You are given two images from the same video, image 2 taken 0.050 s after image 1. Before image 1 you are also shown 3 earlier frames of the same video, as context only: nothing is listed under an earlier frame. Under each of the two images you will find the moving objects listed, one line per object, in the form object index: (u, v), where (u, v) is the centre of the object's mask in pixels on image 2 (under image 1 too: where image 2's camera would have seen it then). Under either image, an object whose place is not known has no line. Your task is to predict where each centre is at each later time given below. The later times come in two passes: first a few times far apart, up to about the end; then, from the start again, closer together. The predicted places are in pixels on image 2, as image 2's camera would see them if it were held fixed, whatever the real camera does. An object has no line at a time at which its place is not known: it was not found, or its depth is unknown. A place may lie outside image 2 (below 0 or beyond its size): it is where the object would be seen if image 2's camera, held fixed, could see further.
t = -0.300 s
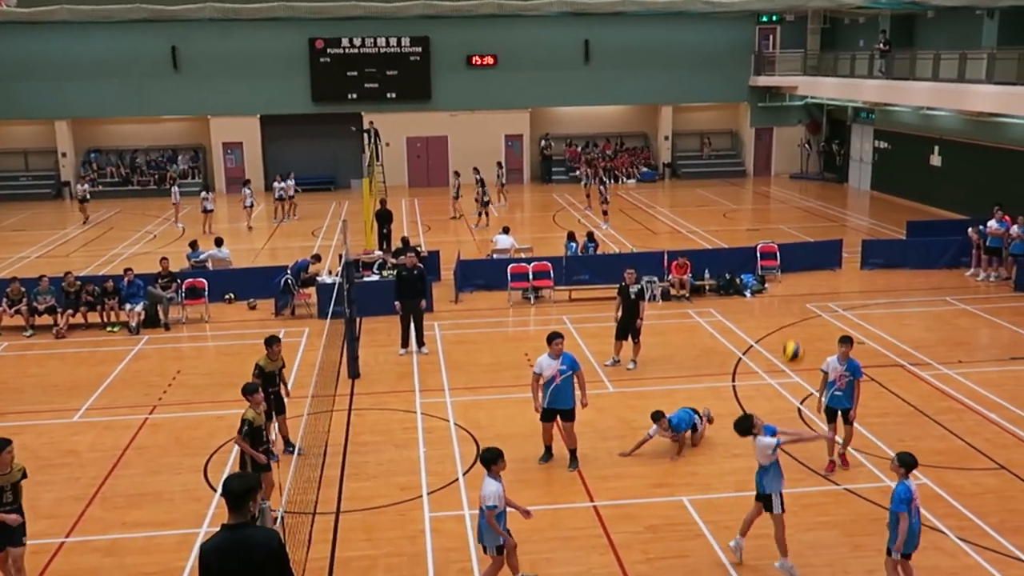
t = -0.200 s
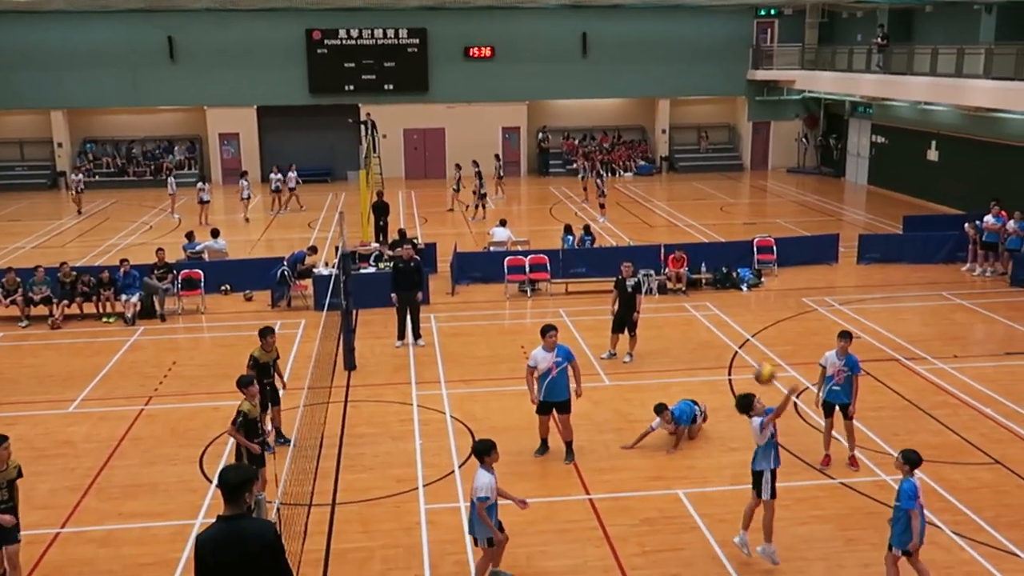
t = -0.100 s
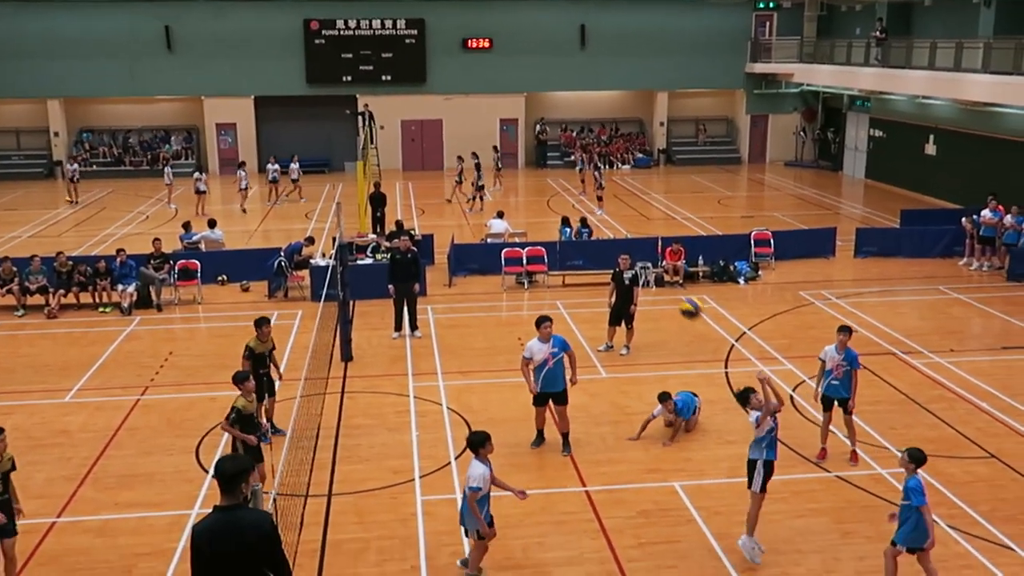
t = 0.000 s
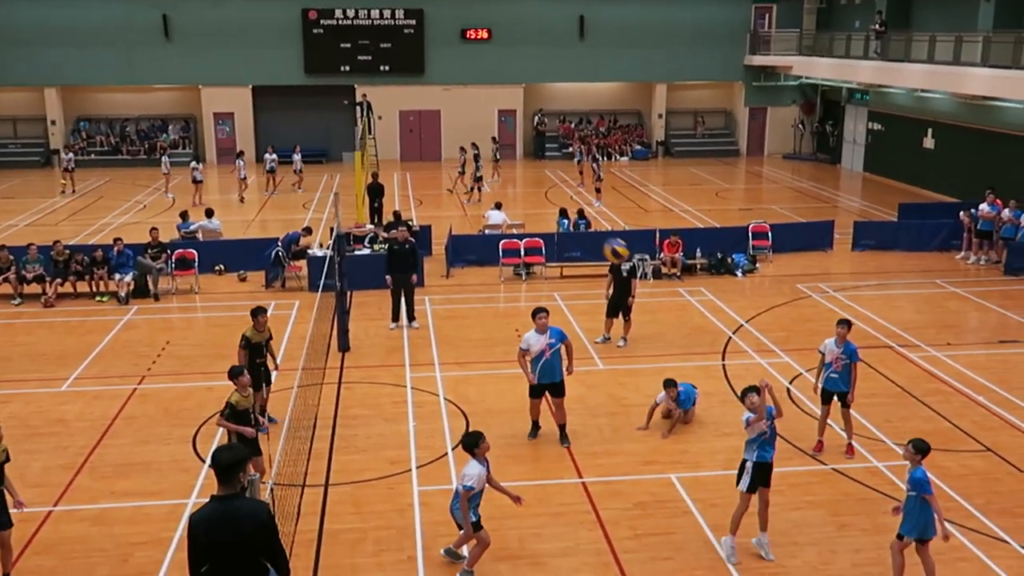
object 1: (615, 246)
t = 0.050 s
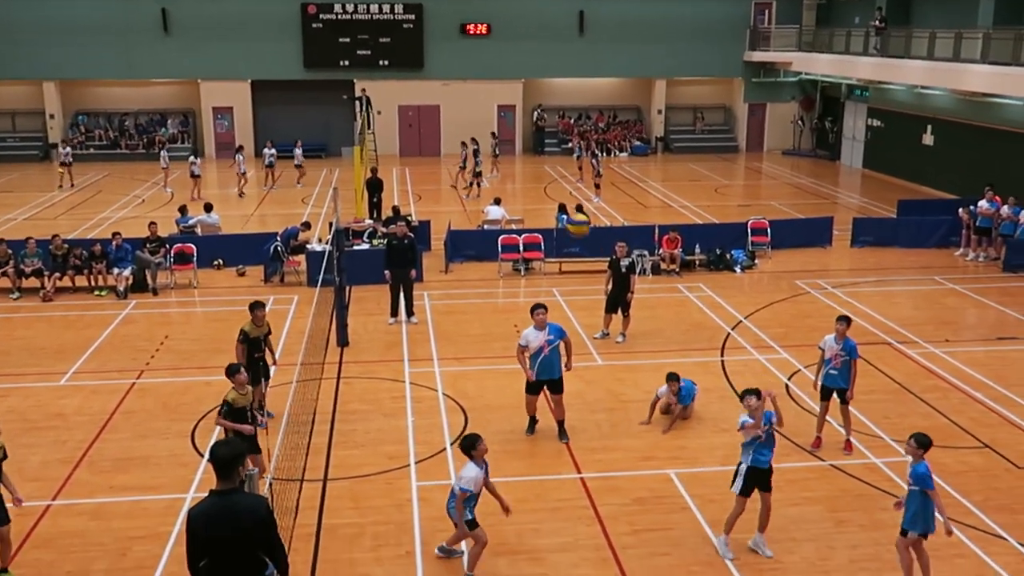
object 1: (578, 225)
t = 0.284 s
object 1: (400, 157)
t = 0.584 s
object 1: (167, 162)
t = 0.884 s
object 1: (-50, 282)
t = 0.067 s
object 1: (565, 218)
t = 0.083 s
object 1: (552, 212)
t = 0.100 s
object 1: (539, 206)
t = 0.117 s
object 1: (526, 199)
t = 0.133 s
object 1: (513, 193)
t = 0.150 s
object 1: (501, 188)
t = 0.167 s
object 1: (488, 183)
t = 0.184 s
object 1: (475, 178)
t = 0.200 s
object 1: (463, 174)
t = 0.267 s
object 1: (411, 159)
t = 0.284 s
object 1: (400, 157)
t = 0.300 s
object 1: (387, 154)
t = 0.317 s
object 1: (374, 151)
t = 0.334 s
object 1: (362, 150)
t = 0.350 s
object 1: (347, 148)
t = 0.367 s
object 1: (335, 147)
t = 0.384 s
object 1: (322, 146)
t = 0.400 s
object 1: (309, 145)
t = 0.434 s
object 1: (283, 145)
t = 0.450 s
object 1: (271, 146)
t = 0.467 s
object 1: (258, 146)
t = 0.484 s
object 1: (245, 148)
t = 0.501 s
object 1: (232, 149)
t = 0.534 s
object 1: (206, 153)
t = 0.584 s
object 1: (167, 162)
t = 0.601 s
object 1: (155, 166)
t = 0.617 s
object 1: (142, 170)
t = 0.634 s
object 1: (129, 175)
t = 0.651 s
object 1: (117, 179)
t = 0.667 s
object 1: (105, 183)
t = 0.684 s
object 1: (92, 189)
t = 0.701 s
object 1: (80, 196)
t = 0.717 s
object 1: (67, 202)
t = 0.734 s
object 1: (55, 208)
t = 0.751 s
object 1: (43, 215)
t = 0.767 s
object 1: (31, 223)
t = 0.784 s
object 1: (19, 230)
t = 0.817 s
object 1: (-4, 246)
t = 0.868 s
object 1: (-39, 272)
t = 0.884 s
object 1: (-50, 282)
